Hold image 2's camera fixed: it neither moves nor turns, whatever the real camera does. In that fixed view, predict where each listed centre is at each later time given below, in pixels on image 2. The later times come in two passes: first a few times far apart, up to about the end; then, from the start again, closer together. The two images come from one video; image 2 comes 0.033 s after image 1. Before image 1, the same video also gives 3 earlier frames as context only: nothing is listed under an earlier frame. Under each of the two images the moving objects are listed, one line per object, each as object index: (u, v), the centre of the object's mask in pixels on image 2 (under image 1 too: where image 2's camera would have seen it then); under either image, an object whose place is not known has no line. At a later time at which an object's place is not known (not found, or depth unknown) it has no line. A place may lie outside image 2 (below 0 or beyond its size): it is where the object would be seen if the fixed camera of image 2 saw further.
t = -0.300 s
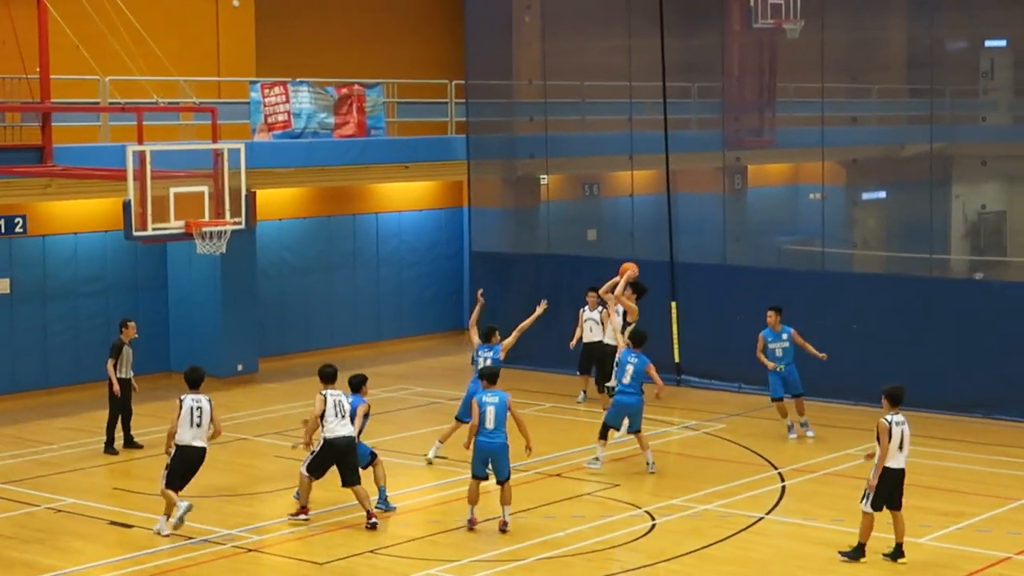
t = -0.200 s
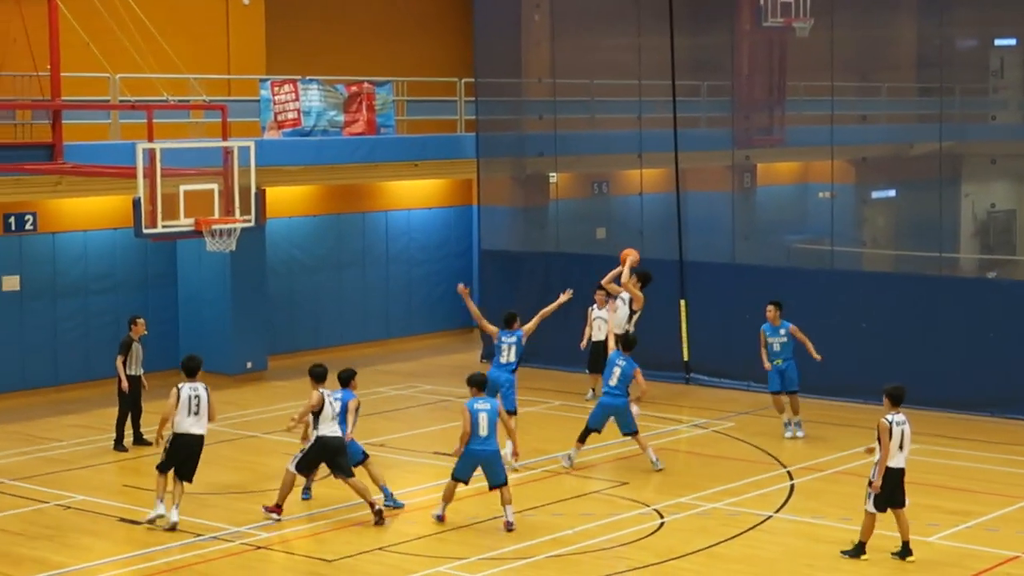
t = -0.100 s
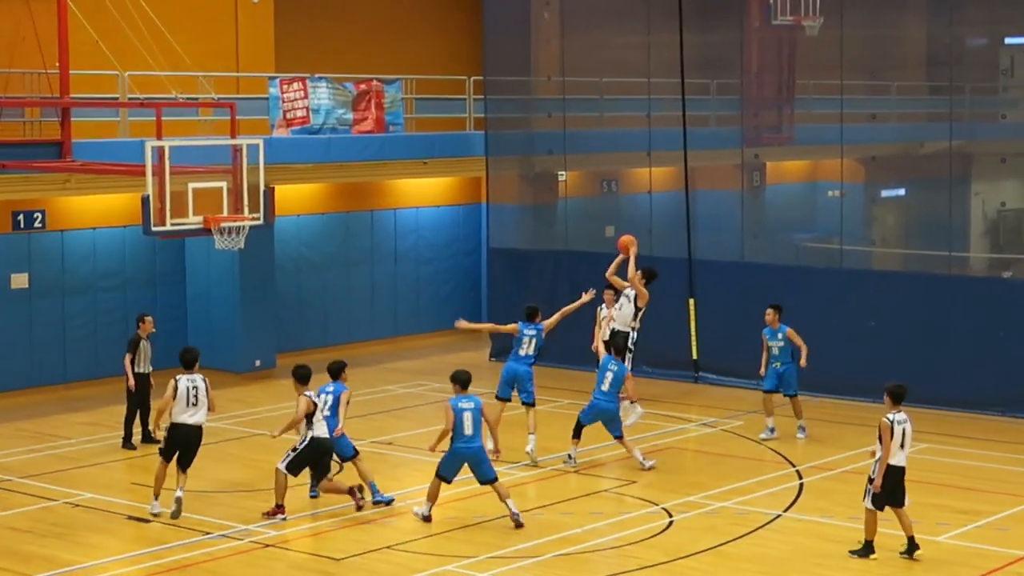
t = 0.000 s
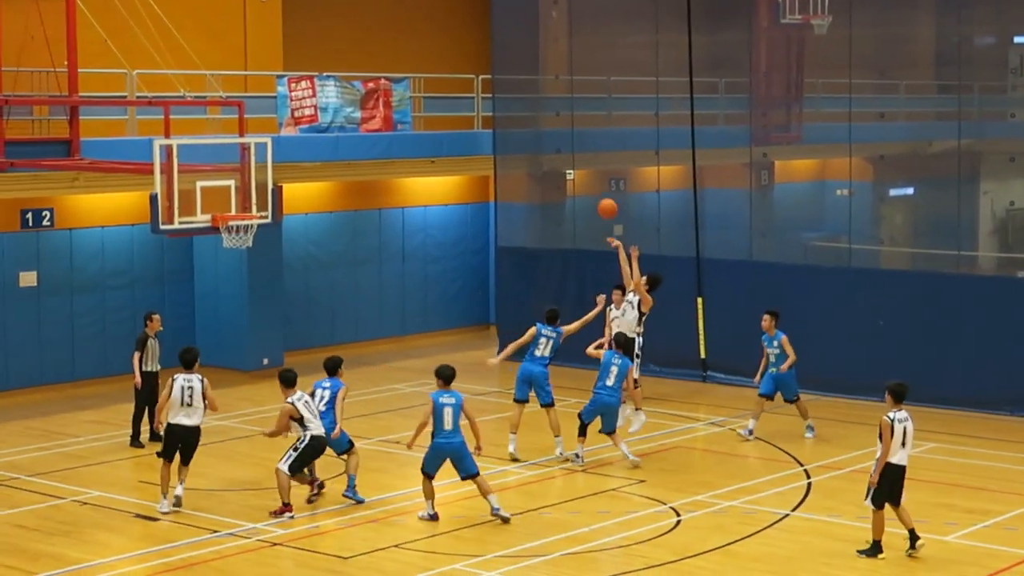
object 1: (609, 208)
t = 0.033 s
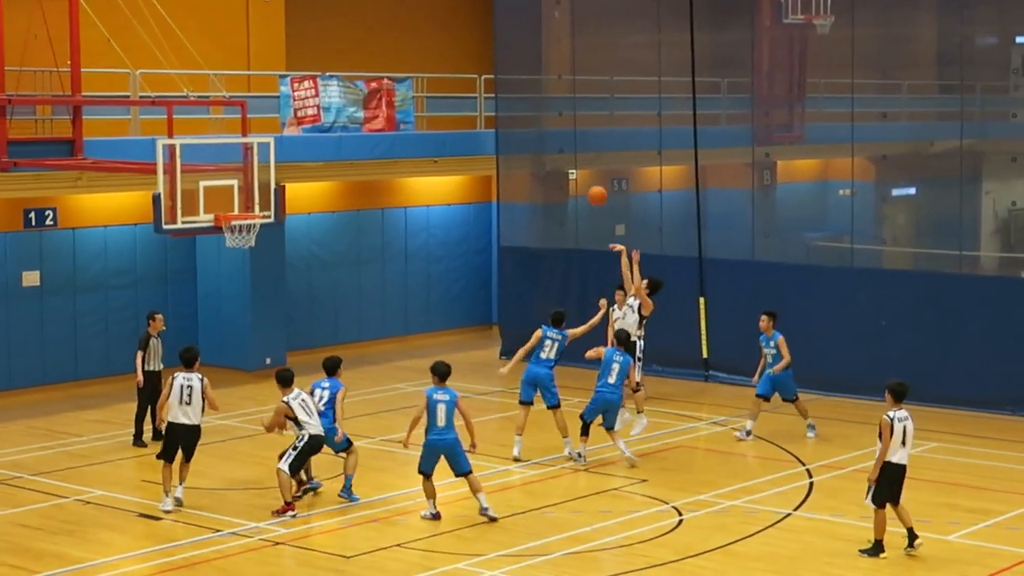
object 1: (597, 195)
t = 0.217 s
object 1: (527, 141)
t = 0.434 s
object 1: (445, 109)
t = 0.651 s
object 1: (362, 115)
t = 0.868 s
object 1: (280, 158)
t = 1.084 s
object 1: (230, 191)
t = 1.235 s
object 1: (233, 180)
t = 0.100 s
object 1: (571, 172)
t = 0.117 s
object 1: (565, 167)
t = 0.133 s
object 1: (559, 162)
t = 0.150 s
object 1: (552, 157)
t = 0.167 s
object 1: (546, 153)
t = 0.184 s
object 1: (540, 148)
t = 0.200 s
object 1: (534, 144)
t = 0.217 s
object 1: (527, 141)
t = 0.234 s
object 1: (521, 137)
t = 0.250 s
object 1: (515, 133)
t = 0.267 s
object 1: (509, 130)
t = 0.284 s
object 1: (502, 127)
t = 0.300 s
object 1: (496, 124)
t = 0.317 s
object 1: (490, 121)
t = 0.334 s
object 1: (483, 119)
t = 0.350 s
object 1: (477, 116)
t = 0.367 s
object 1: (470, 114)
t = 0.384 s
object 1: (464, 111)
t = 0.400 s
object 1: (458, 110)
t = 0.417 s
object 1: (451, 109)
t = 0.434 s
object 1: (445, 109)
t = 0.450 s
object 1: (439, 107)
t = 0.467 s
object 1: (432, 107)
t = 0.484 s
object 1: (426, 107)
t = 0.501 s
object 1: (420, 107)
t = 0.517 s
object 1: (414, 107)
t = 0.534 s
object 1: (407, 107)
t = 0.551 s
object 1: (400, 108)
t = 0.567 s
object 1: (394, 108)
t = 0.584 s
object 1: (387, 109)
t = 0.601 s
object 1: (382, 109)
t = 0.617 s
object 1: (374, 111)
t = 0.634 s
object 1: (368, 113)
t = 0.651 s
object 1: (362, 115)
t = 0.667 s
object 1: (355, 117)
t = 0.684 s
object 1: (349, 119)
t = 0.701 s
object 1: (343, 122)
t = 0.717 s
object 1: (337, 124)
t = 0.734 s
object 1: (331, 127)
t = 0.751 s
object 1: (324, 130)
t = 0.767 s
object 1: (318, 133)
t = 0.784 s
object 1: (311, 137)
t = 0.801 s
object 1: (305, 141)
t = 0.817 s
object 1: (299, 145)
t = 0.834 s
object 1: (292, 149)
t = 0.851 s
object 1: (286, 153)
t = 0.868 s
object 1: (280, 158)
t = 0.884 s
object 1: (274, 163)
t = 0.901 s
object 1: (268, 168)
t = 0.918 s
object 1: (260, 173)
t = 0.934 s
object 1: (255, 178)
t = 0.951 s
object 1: (250, 184)
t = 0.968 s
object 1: (243, 191)
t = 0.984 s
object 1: (236, 197)
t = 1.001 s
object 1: (230, 205)
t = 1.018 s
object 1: (229, 202)
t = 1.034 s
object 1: (229, 199)
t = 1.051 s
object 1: (229, 196)
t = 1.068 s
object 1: (229, 195)
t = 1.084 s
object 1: (230, 191)
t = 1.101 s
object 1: (231, 189)
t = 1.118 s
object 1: (231, 187)
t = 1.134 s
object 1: (231, 185)
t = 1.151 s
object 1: (231, 184)
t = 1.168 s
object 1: (232, 183)
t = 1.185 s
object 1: (232, 182)
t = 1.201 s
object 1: (232, 181)
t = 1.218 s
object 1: (232, 180)
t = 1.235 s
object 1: (233, 180)
